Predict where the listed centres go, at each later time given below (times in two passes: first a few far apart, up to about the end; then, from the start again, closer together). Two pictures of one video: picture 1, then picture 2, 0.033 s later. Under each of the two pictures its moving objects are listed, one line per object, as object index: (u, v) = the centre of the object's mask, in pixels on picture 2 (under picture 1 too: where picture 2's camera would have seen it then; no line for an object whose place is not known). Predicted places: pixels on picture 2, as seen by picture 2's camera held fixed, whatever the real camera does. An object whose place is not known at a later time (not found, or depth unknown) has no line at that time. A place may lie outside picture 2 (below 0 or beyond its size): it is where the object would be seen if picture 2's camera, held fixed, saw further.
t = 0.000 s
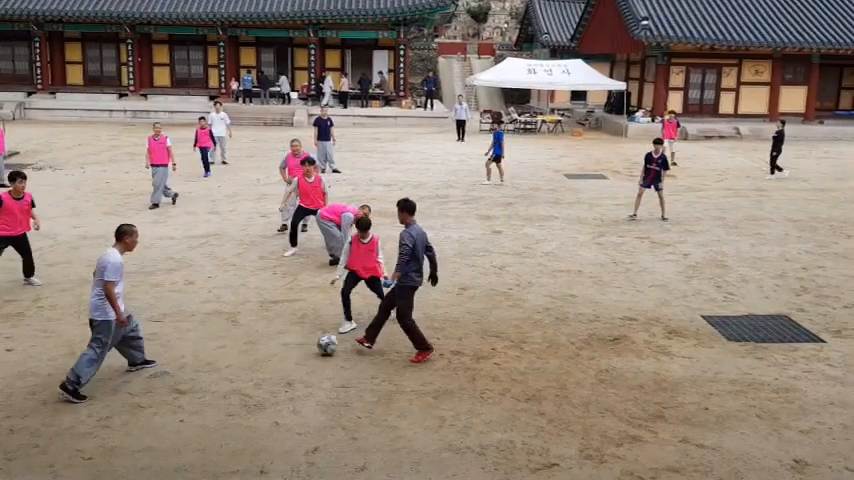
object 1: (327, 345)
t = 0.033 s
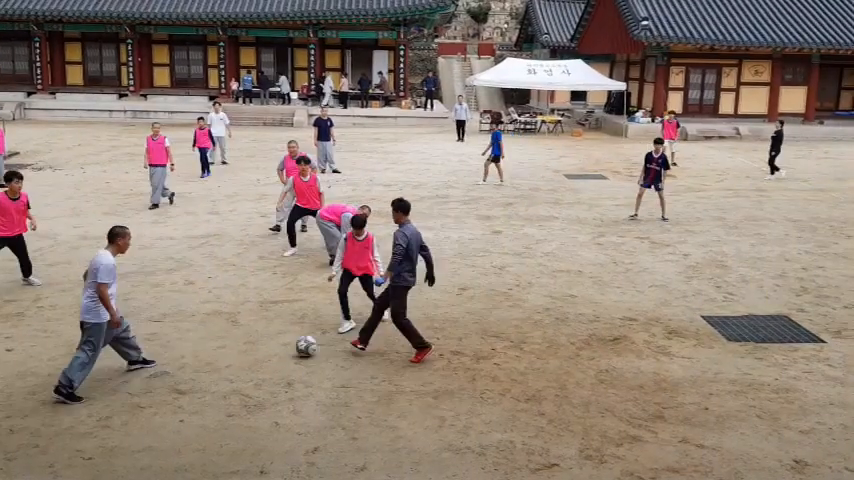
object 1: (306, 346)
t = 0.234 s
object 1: (184, 358)
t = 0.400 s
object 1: (99, 361)
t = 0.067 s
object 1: (286, 346)
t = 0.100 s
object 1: (266, 346)
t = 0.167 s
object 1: (226, 349)
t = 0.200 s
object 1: (205, 354)
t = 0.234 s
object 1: (184, 358)
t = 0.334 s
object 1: (134, 355)
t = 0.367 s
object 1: (117, 357)
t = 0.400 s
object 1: (99, 361)
